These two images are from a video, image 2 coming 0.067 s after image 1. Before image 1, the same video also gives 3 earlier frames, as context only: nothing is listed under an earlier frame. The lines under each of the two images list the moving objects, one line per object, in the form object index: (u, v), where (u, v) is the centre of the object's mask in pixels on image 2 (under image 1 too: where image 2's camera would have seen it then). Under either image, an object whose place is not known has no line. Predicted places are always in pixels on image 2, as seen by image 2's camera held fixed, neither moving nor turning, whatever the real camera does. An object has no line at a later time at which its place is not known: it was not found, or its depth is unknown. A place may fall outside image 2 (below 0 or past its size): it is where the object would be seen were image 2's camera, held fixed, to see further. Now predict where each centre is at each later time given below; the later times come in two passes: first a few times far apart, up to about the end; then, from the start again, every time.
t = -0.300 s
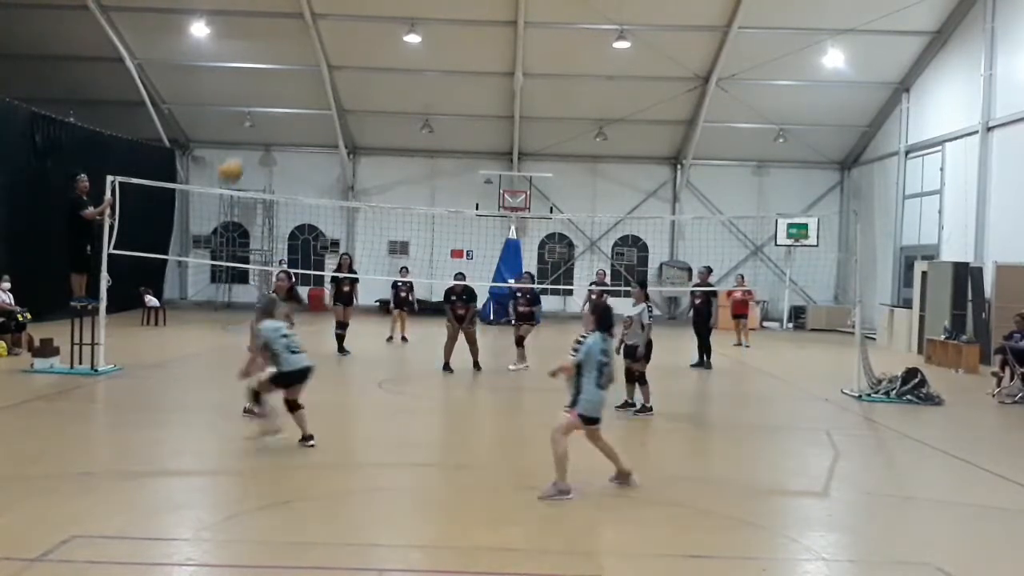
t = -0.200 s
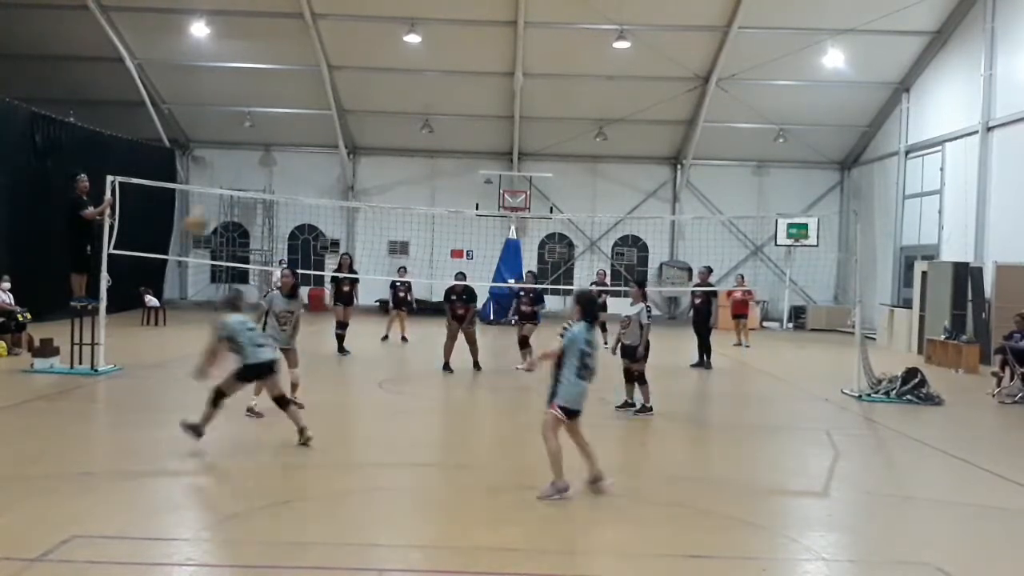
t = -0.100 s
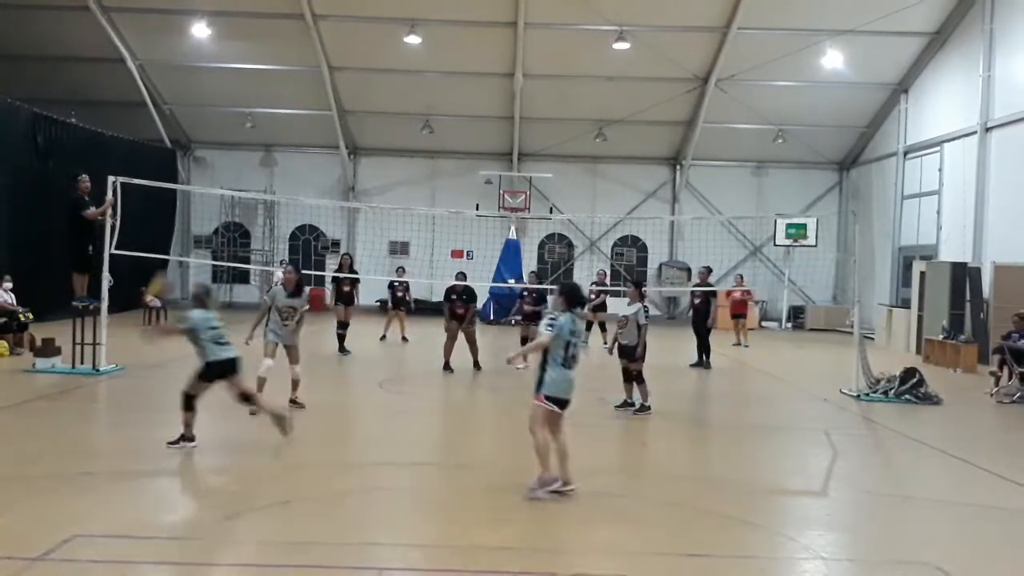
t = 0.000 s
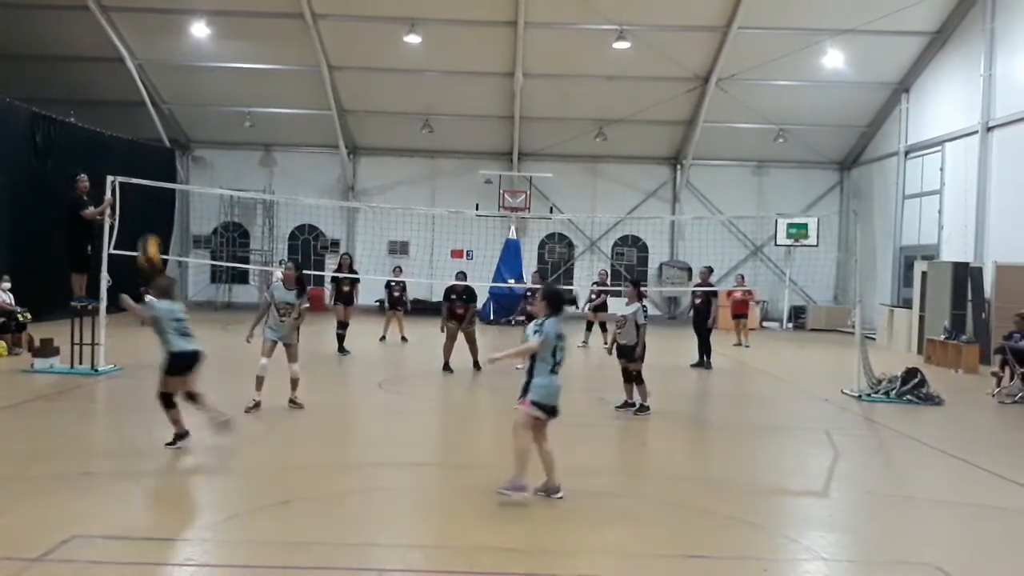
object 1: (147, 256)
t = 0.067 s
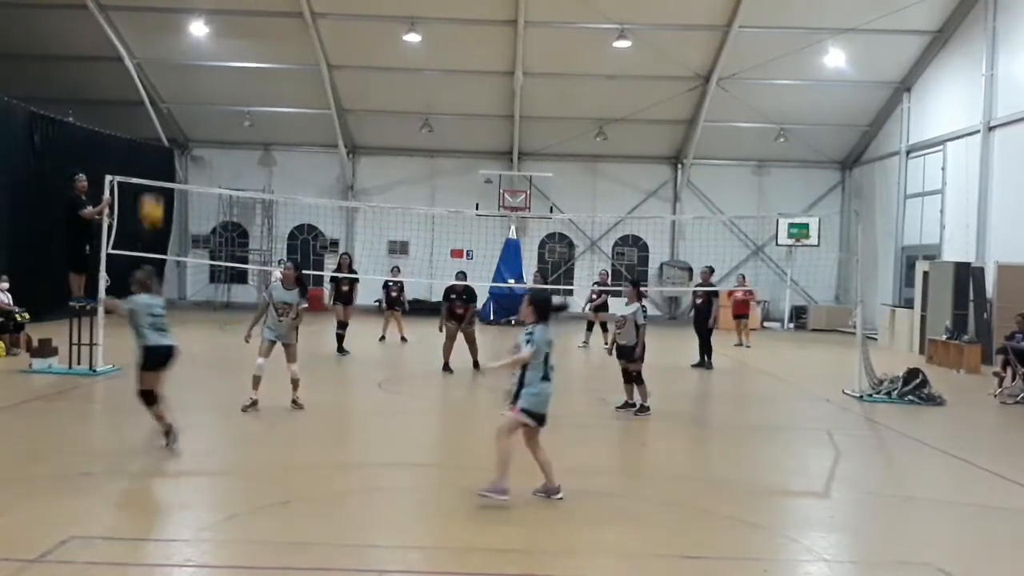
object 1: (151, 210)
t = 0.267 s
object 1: (159, 107)
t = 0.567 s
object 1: (169, 45)
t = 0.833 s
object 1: (179, 79)
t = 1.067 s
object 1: (188, 184)
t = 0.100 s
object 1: (152, 192)
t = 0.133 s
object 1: (153, 170)
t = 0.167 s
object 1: (154, 157)
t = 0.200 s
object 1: (156, 137)
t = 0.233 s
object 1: (158, 121)
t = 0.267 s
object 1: (159, 107)
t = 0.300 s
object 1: (161, 97)
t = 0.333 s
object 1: (163, 87)
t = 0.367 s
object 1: (163, 75)
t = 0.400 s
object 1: (164, 68)
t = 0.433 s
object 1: (164, 61)
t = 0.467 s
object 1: (166, 54)
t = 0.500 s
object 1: (167, 50)
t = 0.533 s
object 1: (168, 46)
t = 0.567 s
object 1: (169, 45)
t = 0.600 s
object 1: (169, 42)
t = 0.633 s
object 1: (171, 45)
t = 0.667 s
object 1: (173, 47)
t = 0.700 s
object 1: (173, 50)
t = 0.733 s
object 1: (174, 54)
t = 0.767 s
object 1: (177, 61)
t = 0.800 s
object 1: (177, 70)
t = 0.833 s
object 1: (179, 79)
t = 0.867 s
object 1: (179, 88)
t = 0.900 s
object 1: (181, 102)
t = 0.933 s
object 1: (182, 114)
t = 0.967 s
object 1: (183, 127)
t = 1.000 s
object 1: (184, 144)
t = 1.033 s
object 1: (186, 164)
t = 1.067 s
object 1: (188, 184)
